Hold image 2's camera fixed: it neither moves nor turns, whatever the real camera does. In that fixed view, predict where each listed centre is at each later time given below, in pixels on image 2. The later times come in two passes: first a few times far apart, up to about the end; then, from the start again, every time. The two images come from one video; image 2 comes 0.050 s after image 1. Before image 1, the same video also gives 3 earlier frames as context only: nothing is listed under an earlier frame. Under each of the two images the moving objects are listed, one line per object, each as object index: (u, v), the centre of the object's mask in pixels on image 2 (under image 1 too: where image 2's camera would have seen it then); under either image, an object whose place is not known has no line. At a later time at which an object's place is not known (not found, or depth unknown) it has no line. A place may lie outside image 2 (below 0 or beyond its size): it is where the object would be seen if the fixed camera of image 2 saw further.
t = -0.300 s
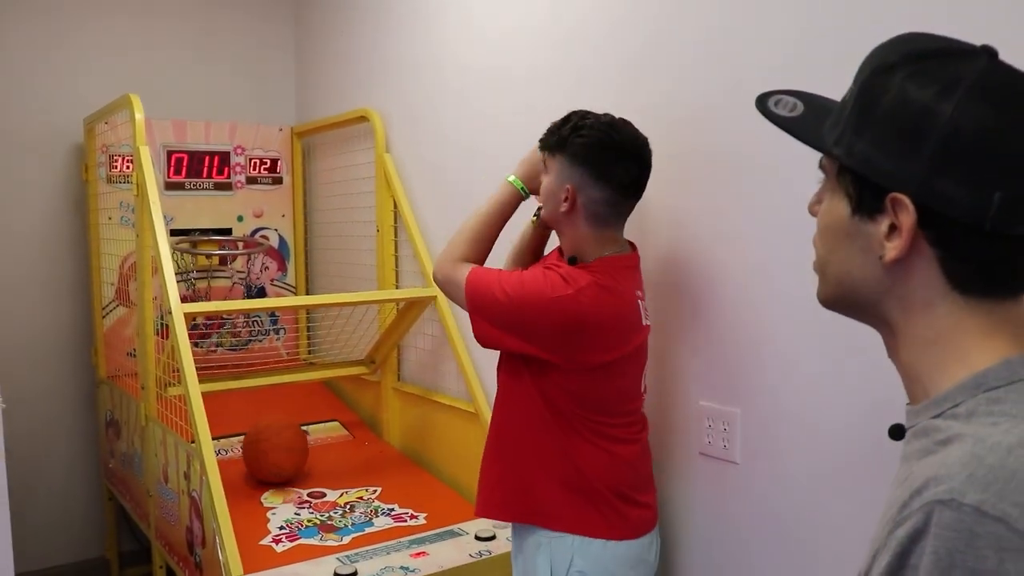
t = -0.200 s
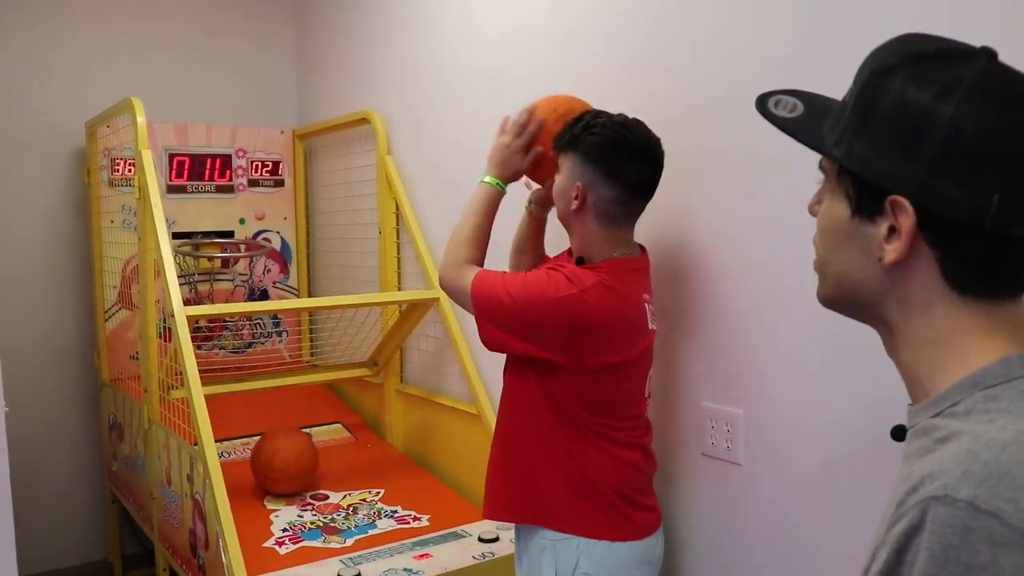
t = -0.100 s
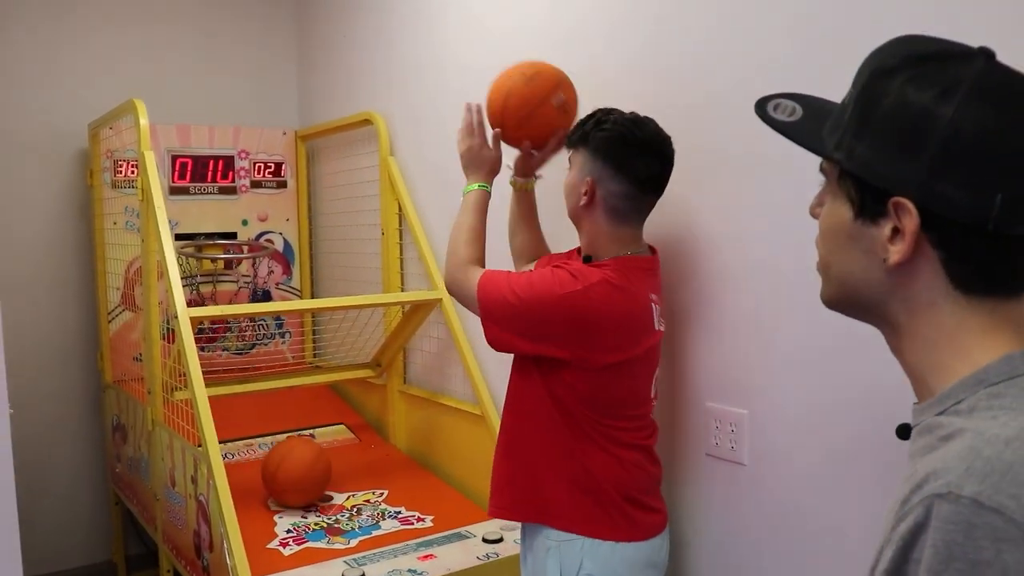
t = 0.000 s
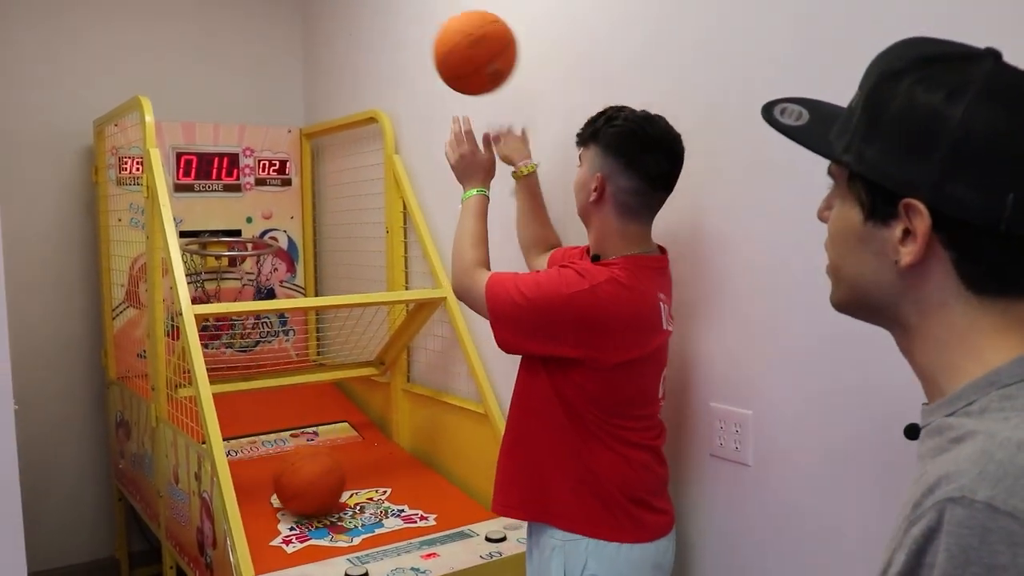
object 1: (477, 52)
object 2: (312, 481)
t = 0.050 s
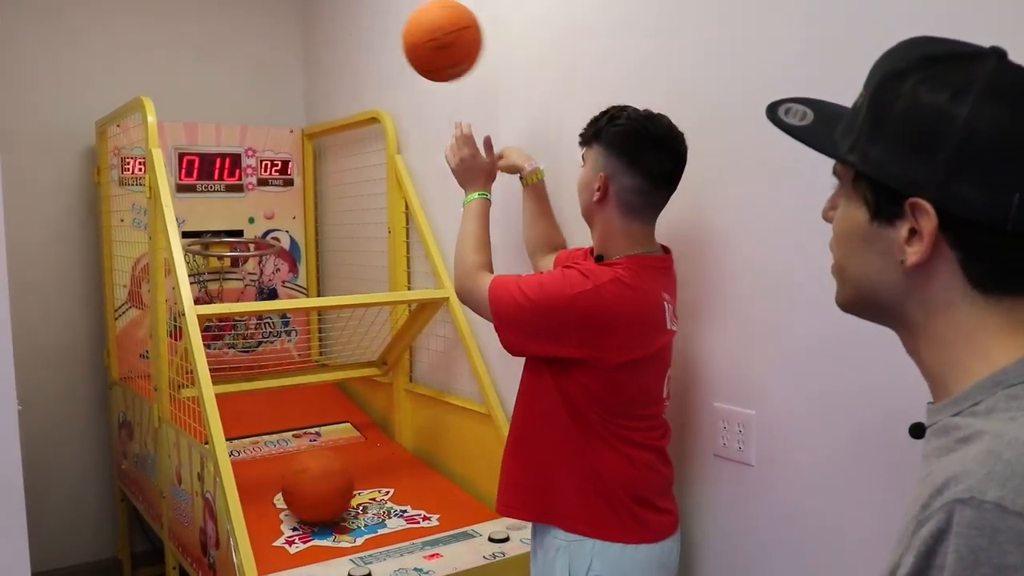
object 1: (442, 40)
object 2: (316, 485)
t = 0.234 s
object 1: (339, 70)
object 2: (341, 515)
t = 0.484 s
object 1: (250, 233)
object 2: (338, 512)
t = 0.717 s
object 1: (220, 283)
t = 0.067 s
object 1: (431, 38)
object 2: (319, 488)
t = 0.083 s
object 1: (420, 38)
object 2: (321, 491)
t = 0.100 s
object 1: (410, 37)
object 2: (322, 494)
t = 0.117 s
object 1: (400, 38)
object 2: (325, 496)
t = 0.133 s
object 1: (390, 41)
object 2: (327, 498)
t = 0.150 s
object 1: (381, 43)
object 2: (328, 501)
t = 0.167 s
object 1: (372, 47)
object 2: (331, 504)
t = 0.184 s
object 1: (363, 51)
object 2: (333, 507)
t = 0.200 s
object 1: (355, 57)
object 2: (336, 509)
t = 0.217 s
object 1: (347, 63)
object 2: (339, 512)
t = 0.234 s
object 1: (339, 70)
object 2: (341, 515)
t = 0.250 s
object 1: (332, 78)
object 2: (344, 517)
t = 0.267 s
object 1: (324, 86)
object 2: (346, 520)
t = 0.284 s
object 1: (318, 94)
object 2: (349, 521)
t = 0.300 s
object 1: (311, 104)
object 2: (351, 522)
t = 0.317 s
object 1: (304, 114)
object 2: (354, 524)
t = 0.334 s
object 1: (298, 124)
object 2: (356, 524)
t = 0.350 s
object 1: (292, 135)
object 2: (355, 522)
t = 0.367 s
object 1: (286, 147)
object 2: (353, 519)
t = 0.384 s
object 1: (280, 158)
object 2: (351, 516)
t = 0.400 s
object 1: (275, 171)
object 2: (349, 514)
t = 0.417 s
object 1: (270, 185)
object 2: (347, 512)
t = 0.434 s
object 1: (264, 198)
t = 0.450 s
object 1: (258, 211)
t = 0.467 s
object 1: (253, 225)
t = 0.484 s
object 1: (250, 233)
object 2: (338, 512)
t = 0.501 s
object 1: (246, 235)
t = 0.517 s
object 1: (242, 242)
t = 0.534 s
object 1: (239, 245)
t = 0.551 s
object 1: (235, 252)
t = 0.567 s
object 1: (232, 257)
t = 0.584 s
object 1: (228, 269)
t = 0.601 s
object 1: (224, 273)
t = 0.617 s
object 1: (222, 278)
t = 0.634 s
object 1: (220, 280)
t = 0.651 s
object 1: (220, 280)
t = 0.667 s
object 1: (220, 279)
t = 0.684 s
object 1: (220, 280)
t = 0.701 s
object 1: (220, 282)
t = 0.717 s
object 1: (220, 283)
